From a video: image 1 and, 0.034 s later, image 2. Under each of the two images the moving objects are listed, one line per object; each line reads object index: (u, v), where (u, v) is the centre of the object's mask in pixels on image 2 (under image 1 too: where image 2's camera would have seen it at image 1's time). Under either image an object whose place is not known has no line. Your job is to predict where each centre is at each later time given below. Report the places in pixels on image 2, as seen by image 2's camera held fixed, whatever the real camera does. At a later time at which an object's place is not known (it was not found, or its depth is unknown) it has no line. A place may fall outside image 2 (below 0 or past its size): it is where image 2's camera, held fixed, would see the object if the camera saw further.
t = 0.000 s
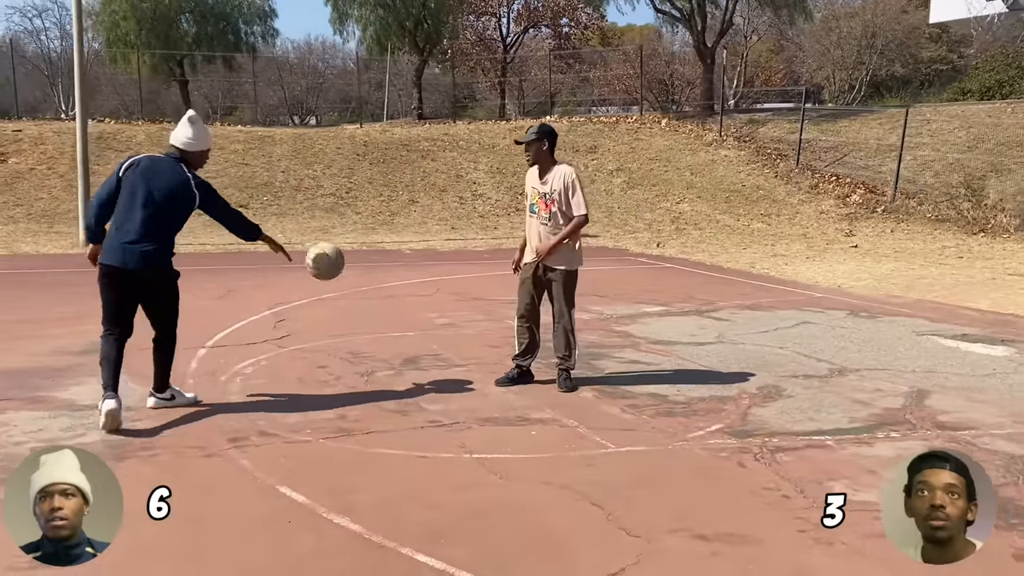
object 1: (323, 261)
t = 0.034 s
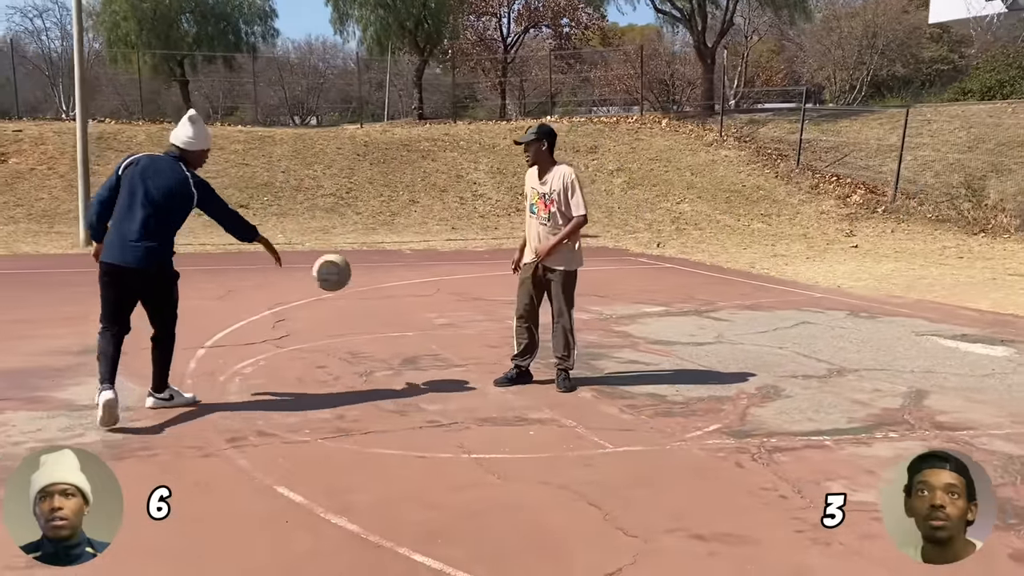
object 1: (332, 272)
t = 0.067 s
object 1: (339, 285)
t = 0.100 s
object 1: (347, 299)
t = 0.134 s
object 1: (354, 315)
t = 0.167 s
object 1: (362, 332)
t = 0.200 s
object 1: (370, 350)
